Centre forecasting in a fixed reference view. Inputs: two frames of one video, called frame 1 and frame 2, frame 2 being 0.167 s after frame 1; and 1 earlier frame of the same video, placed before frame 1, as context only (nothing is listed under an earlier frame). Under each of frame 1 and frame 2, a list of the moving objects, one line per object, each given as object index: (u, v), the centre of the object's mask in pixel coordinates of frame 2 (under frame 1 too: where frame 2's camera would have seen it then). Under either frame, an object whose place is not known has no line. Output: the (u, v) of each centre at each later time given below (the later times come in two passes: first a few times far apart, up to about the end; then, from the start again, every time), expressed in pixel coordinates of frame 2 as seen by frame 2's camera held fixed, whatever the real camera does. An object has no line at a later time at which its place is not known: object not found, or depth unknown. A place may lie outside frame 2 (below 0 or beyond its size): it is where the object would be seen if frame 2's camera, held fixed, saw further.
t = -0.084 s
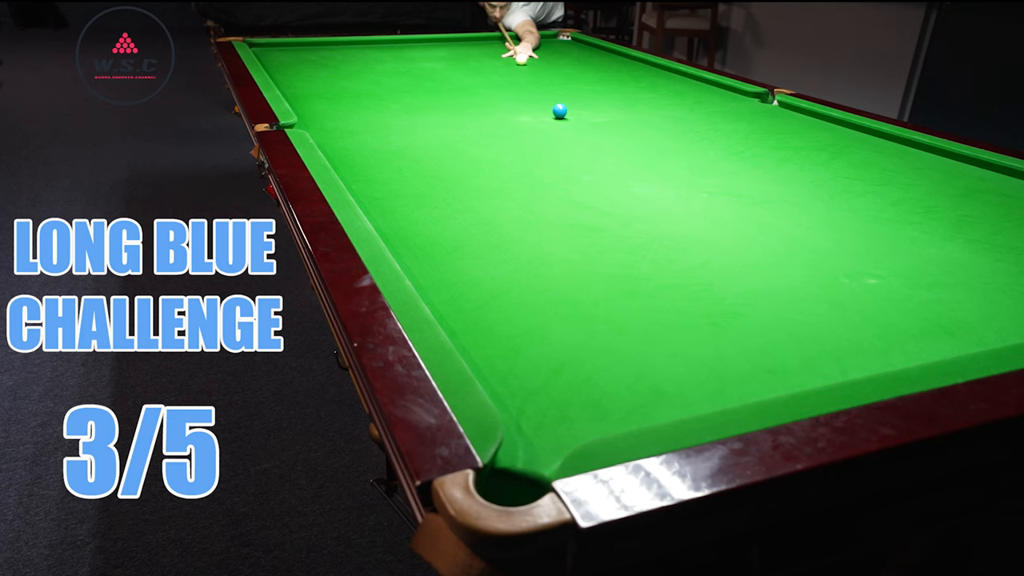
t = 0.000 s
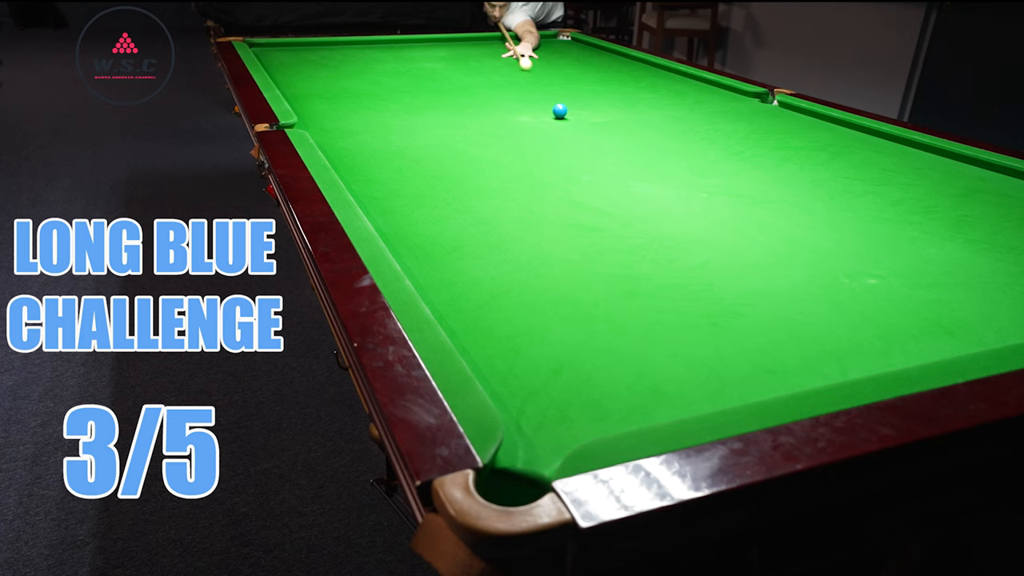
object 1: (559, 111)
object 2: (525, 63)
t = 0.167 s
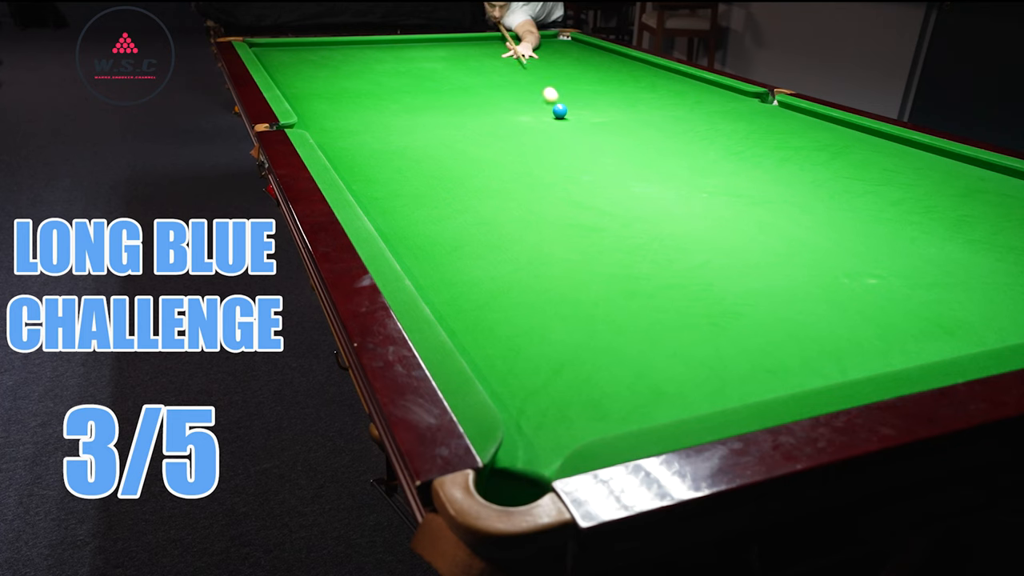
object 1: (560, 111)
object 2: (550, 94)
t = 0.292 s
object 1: (558, 128)
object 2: (575, 108)
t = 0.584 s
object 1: (550, 228)
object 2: (622, 114)
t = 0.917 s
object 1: (530, 467)
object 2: (676, 121)
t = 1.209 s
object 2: (724, 126)
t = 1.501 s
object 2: (772, 132)
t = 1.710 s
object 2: (806, 136)
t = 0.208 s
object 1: (560, 111)
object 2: (556, 101)
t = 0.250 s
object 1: (559, 117)
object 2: (567, 107)
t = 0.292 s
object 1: (558, 128)
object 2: (575, 108)
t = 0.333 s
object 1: (557, 139)
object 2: (582, 109)
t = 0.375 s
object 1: (556, 151)
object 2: (588, 110)
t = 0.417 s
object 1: (555, 164)
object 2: (595, 111)
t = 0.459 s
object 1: (554, 178)
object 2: (602, 112)
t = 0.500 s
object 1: (553, 194)
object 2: (608, 112)
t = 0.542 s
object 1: (551, 210)
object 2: (615, 113)
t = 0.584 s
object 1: (550, 228)
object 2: (622, 114)
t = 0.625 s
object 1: (548, 247)
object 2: (629, 115)
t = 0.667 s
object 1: (547, 269)
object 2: (635, 116)
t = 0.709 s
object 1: (545, 292)
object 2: (642, 117)
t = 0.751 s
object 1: (543, 318)
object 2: (649, 118)
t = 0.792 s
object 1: (540, 348)
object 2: (656, 118)
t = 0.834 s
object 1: (537, 384)
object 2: (662, 119)
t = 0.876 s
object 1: (534, 424)
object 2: (669, 120)
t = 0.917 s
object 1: (530, 467)
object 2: (676, 121)
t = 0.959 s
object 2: (683, 122)
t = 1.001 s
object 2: (690, 122)
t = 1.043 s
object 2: (697, 123)
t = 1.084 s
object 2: (704, 124)
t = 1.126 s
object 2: (711, 125)
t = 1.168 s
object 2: (717, 126)
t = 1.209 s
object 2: (724, 126)
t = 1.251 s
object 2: (731, 127)
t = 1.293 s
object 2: (738, 128)
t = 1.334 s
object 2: (745, 129)
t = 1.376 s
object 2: (751, 129)
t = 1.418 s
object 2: (758, 130)
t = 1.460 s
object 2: (765, 131)
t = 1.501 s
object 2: (772, 132)
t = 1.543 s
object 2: (778, 133)
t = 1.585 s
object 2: (785, 133)
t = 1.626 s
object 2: (792, 134)
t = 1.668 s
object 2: (799, 135)
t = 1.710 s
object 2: (806, 136)
